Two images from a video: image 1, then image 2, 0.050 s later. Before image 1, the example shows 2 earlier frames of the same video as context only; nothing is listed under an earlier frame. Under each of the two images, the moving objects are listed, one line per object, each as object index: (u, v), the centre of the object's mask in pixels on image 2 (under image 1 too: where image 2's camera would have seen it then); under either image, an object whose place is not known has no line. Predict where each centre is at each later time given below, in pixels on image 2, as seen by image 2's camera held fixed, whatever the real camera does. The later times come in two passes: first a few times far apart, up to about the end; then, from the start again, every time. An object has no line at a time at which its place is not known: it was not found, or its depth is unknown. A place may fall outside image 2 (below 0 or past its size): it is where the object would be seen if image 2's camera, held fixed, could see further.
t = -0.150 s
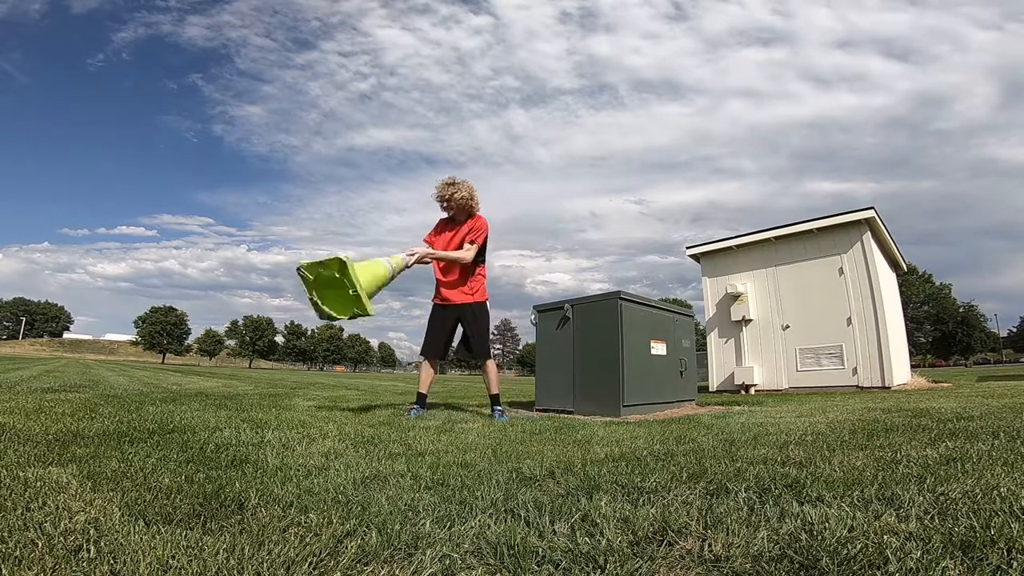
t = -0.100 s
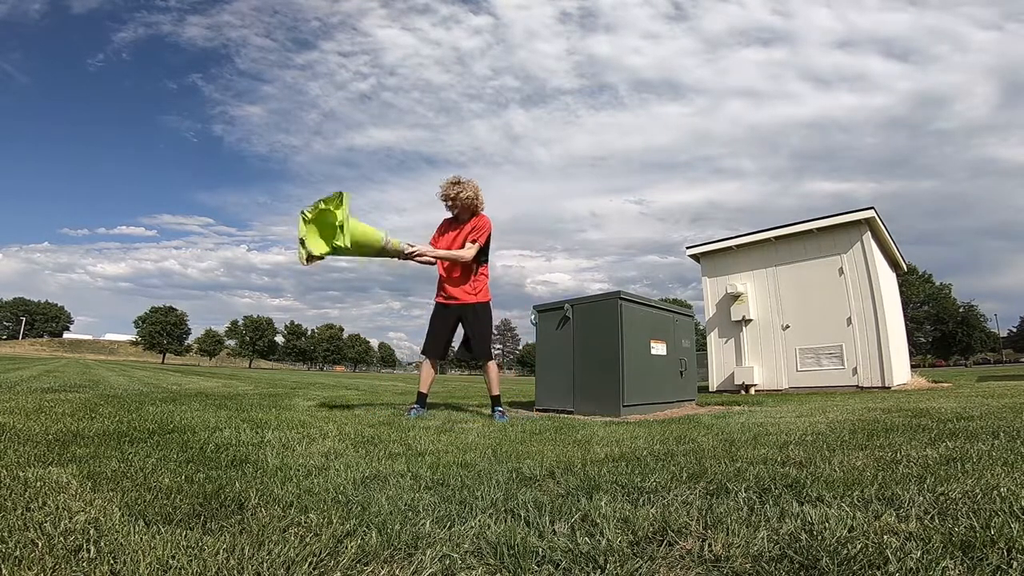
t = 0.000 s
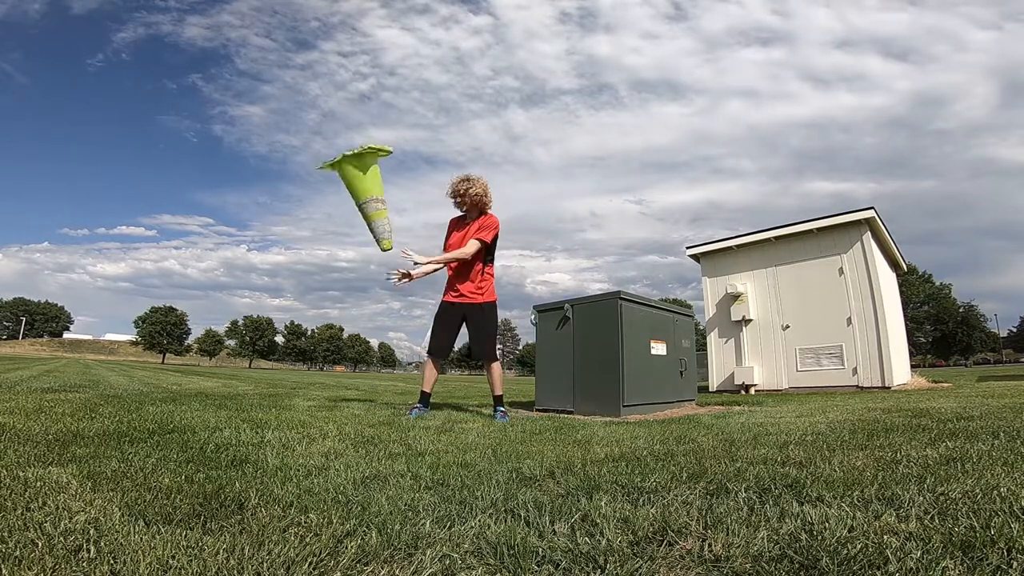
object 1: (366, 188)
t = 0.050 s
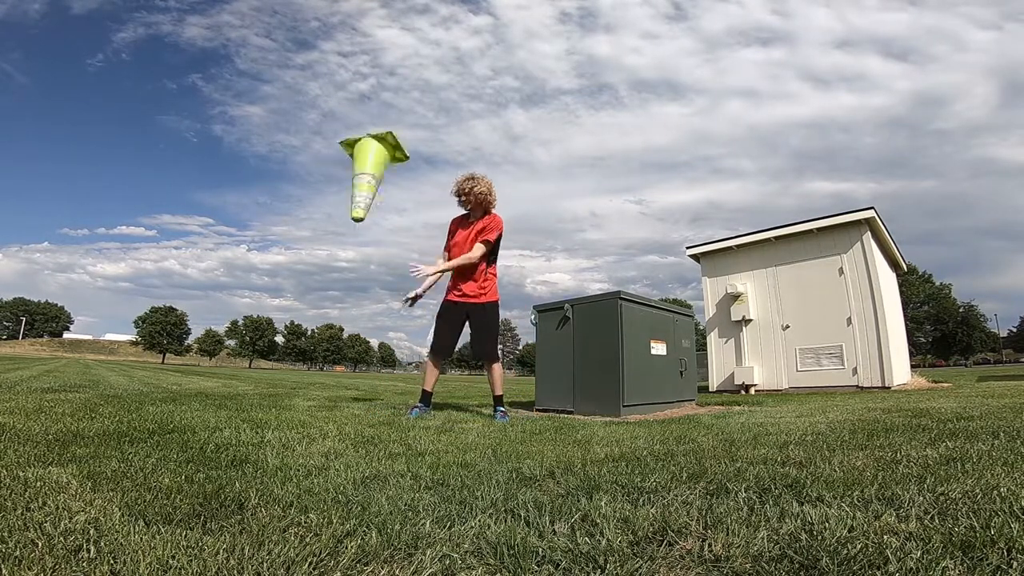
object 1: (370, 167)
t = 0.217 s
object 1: (382, 142)
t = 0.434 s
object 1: (385, 154)
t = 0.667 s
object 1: (388, 208)
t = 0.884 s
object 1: (376, 295)
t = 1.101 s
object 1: (367, 389)
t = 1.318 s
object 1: (362, 373)
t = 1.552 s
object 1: (359, 388)
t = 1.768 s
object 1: (365, 386)
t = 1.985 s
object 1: (360, 388)
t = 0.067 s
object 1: (373, 161)
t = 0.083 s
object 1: (376, 157)
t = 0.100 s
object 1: (379, 154)
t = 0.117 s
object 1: (381, 153)
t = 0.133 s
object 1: (382, 152)
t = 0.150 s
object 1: (382, 151)
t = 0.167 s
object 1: (381, 149)
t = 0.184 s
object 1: (381, 146)
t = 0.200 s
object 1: (381, 144)
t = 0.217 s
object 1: (382, 142)
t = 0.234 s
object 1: (383, 139)
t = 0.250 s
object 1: (384, 139)
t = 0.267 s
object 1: (385, 142)
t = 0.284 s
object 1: (385, 146)
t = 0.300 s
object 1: (385, 149)
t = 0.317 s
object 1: (383, 151)
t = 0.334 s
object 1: (382, 151)
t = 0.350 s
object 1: (381, 152)
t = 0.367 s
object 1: (380, 151)
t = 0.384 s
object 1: (381, 151)
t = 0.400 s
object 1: (382, 151)
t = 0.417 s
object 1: (383, 152)
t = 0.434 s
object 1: (385, 154)
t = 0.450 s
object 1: (387, 157)
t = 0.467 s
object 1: (389, 161)
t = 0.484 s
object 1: (390, 166)
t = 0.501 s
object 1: (389, 170)
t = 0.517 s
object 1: (388, 173)
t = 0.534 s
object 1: (388, 175)
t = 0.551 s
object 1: (387, 178)
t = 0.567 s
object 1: (387, 181)
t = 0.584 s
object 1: (387, 183)
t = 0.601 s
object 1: (387, 187)
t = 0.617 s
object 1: (387, 190)
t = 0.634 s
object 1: (388, 196)
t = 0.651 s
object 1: (388, 202)
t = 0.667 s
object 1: (388, 208)
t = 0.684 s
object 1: (387, 214)
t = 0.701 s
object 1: (385, 220)
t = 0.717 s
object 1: (383, 226)
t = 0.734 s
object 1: (383, 231)
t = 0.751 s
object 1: (382, 236)
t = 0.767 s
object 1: (381, 242)
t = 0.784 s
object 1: (380, 247)
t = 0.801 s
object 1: (379, 252)
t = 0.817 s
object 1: (379, 259)
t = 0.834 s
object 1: (379, 267)
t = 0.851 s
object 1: (378, 277)
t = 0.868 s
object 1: (377, 287)
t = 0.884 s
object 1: (376, 295)
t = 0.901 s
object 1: (375, 304)
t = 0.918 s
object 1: (373, 312)
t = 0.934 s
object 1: (373, 320)
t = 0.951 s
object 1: (371, 329)
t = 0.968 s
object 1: (369, 337)
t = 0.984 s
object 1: (368, 344)
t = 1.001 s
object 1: (367, 352)
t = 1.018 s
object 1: (368, 360)
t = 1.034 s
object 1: (369, 369)
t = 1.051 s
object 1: (369, 377)
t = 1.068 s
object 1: (367, 383)
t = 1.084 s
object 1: (367, 388)
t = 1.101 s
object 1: (367, 389)
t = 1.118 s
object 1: (366, 387)
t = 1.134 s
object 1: (364, 386)
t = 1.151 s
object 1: (363, 383)
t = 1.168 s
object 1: (363, 381)
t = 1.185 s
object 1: (363, 379)
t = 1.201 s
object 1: (363, 378)
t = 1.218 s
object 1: (363, 376)
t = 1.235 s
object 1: (363, 375)
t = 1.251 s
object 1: (363, 374)
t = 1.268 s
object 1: (362, 373)
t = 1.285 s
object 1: (362, 373)
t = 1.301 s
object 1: (362, 373)
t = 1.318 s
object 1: (362, 373)
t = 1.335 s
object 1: (362, 373)
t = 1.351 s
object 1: (363, 373)
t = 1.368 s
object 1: (362, 373)
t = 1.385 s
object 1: (362, 374)
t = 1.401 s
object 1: (362, 375)
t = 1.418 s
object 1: (362, 376)
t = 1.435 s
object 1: (362, 377)
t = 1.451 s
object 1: (361, 378)
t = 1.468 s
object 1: (361, 380)
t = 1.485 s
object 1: (360, 382)
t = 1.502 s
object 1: (360, 384)
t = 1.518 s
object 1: (359, 386)
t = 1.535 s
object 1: (359, 387)
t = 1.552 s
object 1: (359, 388)
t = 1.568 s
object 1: (360, 388)
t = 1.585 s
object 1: (361, 387)
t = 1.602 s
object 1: (361, 387)
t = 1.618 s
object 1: (362, 387)
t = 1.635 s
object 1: (363, 387)
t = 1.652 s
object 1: (363, 387)
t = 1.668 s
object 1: (364, 386)
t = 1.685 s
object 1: (364, 386)
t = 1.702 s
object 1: (365, 386)
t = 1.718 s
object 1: (365, 386)
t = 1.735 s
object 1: (365, 386)
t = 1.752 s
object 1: (365, 386)
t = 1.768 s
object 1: (365, 386)
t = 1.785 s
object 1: (365, 386)
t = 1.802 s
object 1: (365, 386)
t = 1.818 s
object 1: (365, 386)
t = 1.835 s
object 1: (364, 386)
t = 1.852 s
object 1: (364, 387)
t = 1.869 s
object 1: (364, 387)
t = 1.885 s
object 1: (363, 387)
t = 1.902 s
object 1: (363, 387)
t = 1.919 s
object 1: (362, 387)
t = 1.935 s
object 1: (362, 387)
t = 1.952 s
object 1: (361, 387)
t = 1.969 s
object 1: (361, 387)
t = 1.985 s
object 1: (360, 388)
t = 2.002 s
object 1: (360, 387)
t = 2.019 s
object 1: (359, 387)
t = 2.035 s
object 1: (359, 387)
